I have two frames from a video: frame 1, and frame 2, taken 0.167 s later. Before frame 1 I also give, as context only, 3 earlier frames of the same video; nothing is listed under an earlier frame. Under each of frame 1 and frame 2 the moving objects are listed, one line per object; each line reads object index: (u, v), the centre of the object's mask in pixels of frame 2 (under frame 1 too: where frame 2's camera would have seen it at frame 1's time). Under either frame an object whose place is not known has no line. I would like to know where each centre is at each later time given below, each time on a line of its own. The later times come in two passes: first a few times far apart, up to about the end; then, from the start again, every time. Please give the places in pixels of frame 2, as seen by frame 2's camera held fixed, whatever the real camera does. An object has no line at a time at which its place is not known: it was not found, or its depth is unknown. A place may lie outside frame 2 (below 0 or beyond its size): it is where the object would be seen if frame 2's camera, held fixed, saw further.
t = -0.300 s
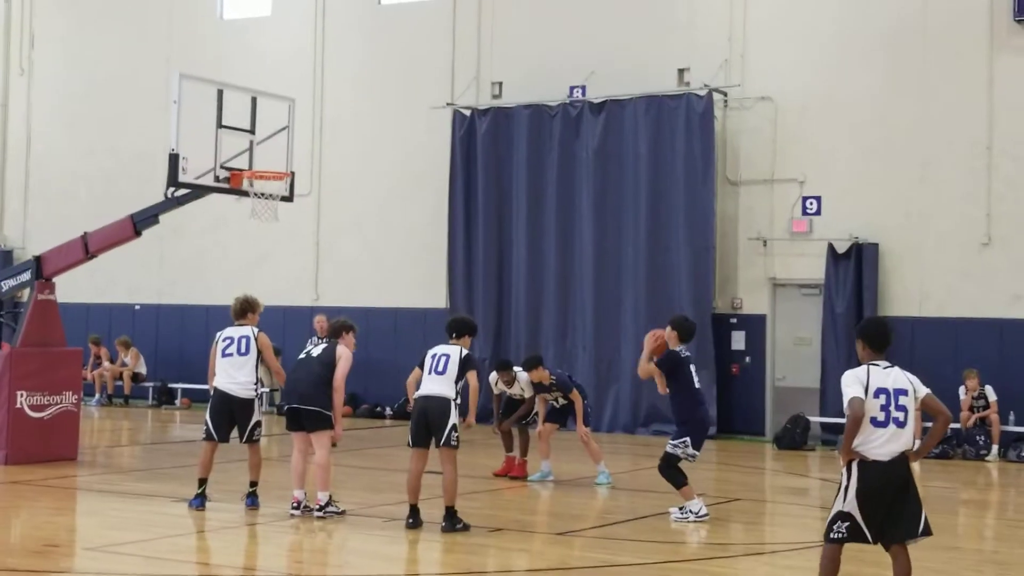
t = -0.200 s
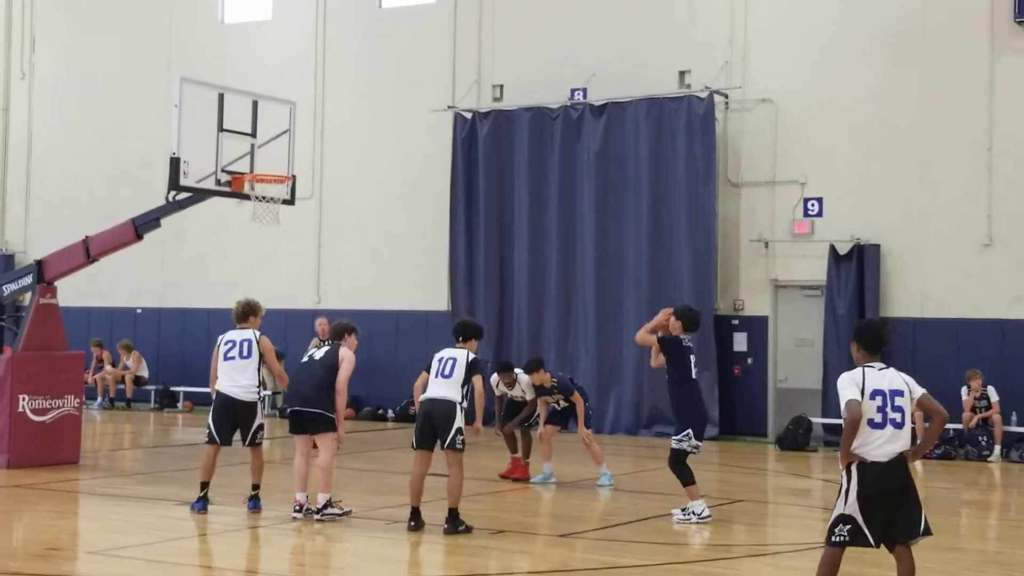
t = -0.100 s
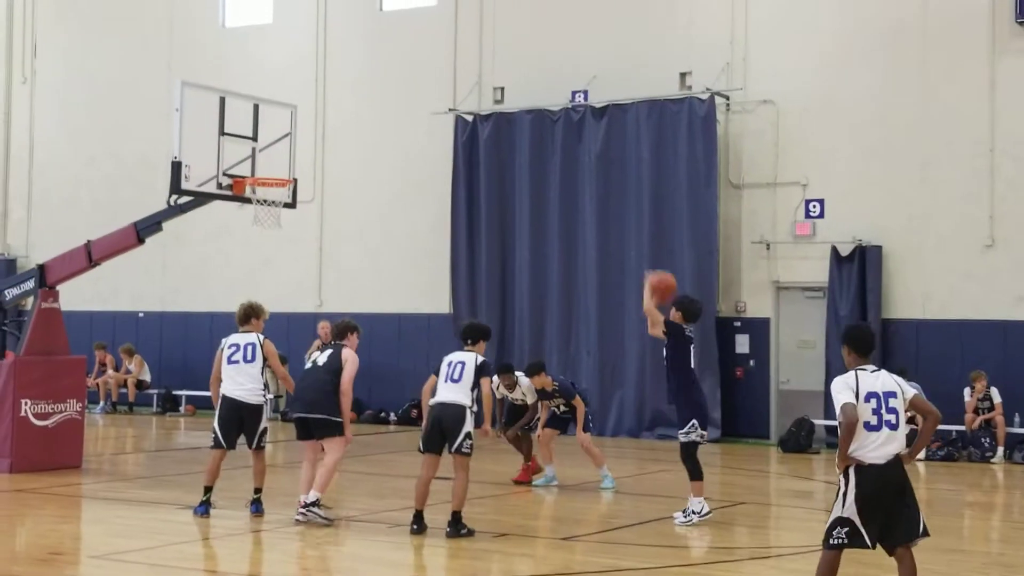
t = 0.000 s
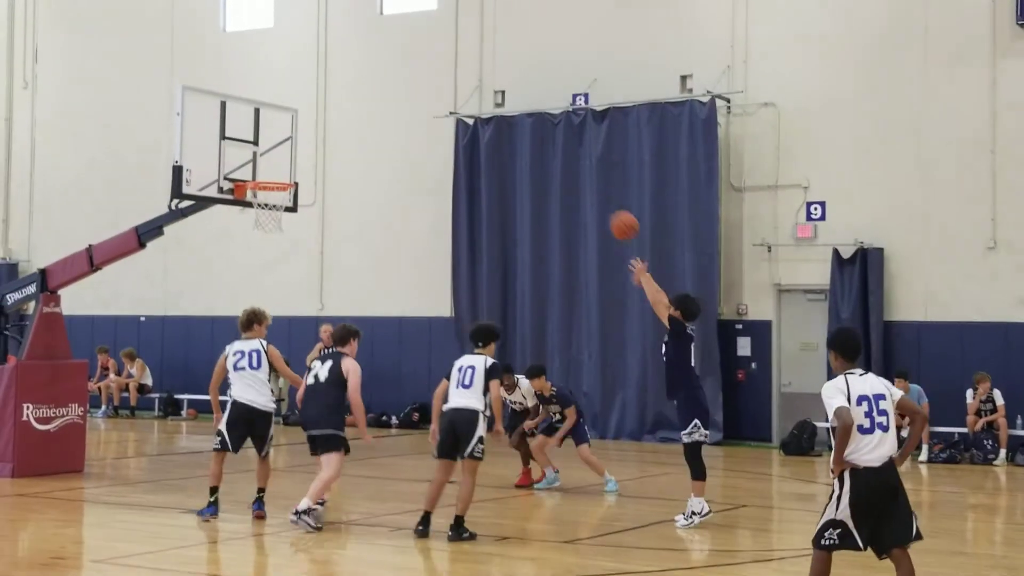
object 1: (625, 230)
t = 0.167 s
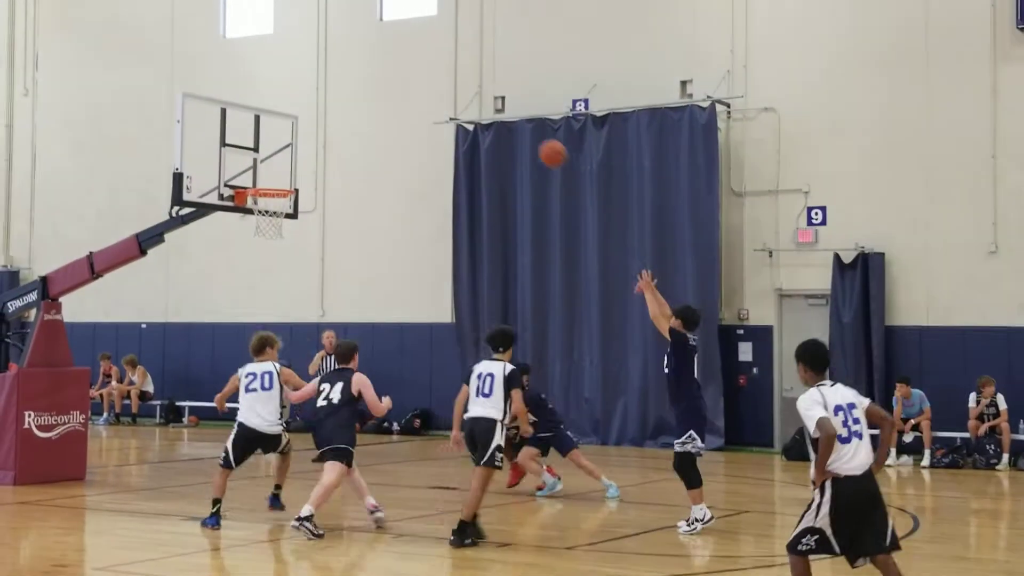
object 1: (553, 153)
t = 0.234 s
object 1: (525, 132)
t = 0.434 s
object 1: (447, 96)
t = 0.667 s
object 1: (360, 108)
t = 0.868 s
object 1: (291, 160)
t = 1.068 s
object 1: (262, 236)
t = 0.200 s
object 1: (539, 142)
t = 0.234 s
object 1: (525, 132)
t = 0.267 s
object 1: (512, 123)
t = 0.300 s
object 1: (498, 116)
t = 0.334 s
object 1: (486, 109)
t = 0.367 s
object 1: (473, 103)
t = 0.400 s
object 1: (460, 99)
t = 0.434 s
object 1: (447, 96)
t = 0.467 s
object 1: (434, 95)
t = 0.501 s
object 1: (422, 94)
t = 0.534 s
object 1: (409, 95)
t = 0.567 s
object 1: (397, 96)
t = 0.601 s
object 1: (385, 99)
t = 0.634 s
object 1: (372, 103)
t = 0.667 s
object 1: (360, 108)
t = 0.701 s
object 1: (349, 114)
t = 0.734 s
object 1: (337, 122)
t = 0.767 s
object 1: (325, 130)
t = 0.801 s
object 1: (314, 139)
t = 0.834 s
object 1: (302, 149)
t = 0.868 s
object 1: (291, 160)
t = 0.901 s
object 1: (280, 172)
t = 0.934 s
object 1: (269, 181)
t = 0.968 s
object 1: (261, 201)
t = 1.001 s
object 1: (259, 211)
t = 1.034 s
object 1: (260, 224)
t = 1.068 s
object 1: (262, 236)
